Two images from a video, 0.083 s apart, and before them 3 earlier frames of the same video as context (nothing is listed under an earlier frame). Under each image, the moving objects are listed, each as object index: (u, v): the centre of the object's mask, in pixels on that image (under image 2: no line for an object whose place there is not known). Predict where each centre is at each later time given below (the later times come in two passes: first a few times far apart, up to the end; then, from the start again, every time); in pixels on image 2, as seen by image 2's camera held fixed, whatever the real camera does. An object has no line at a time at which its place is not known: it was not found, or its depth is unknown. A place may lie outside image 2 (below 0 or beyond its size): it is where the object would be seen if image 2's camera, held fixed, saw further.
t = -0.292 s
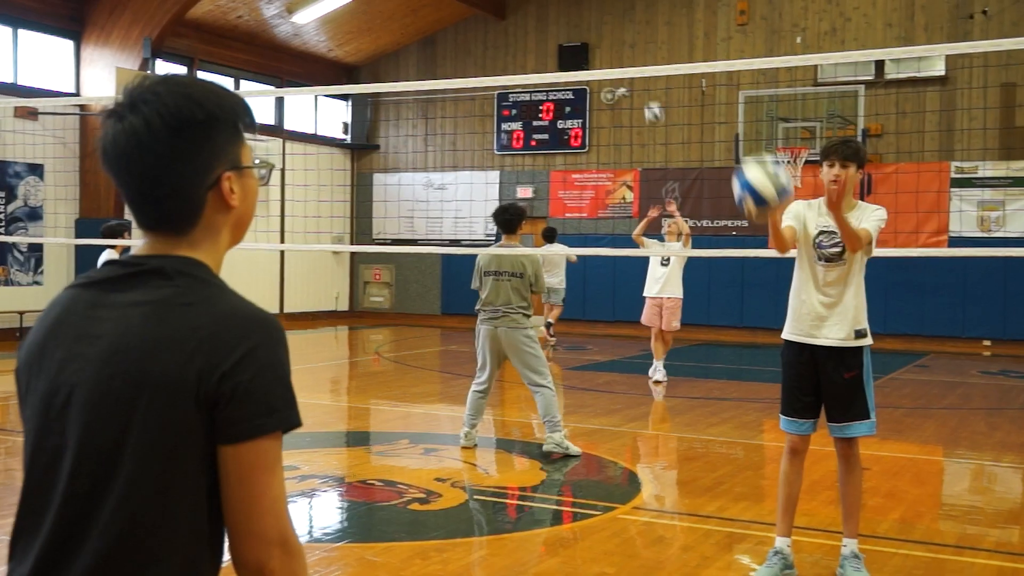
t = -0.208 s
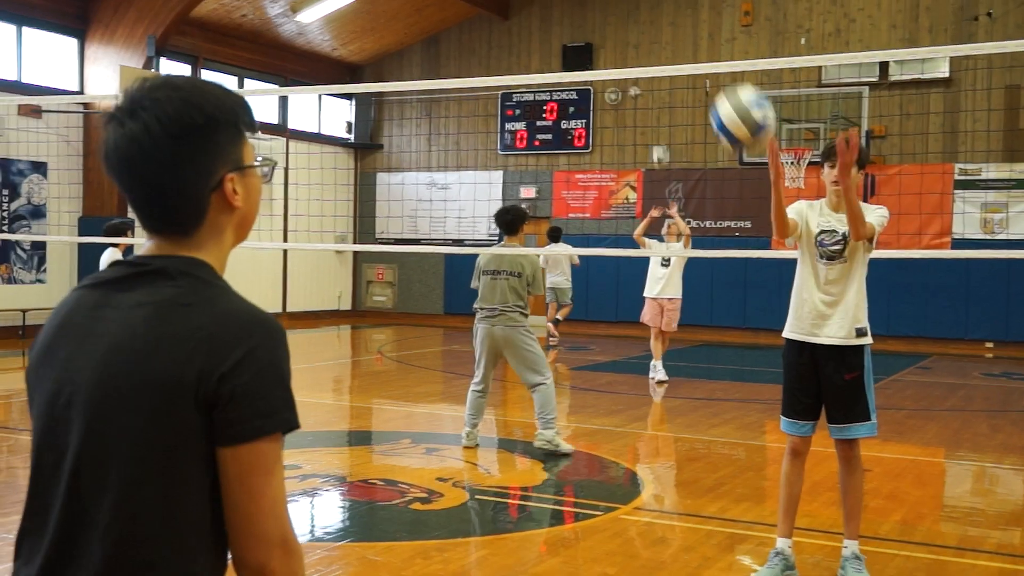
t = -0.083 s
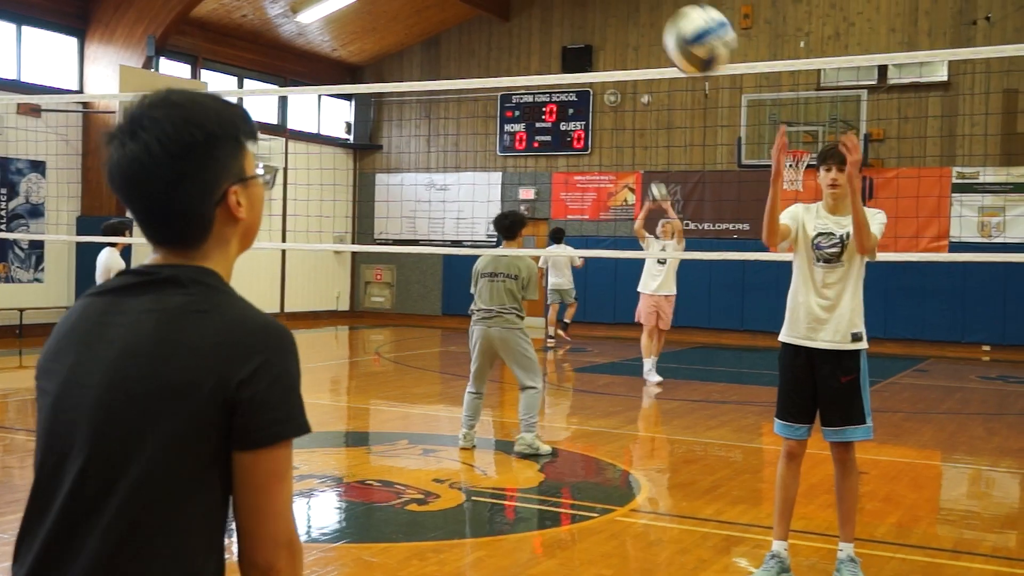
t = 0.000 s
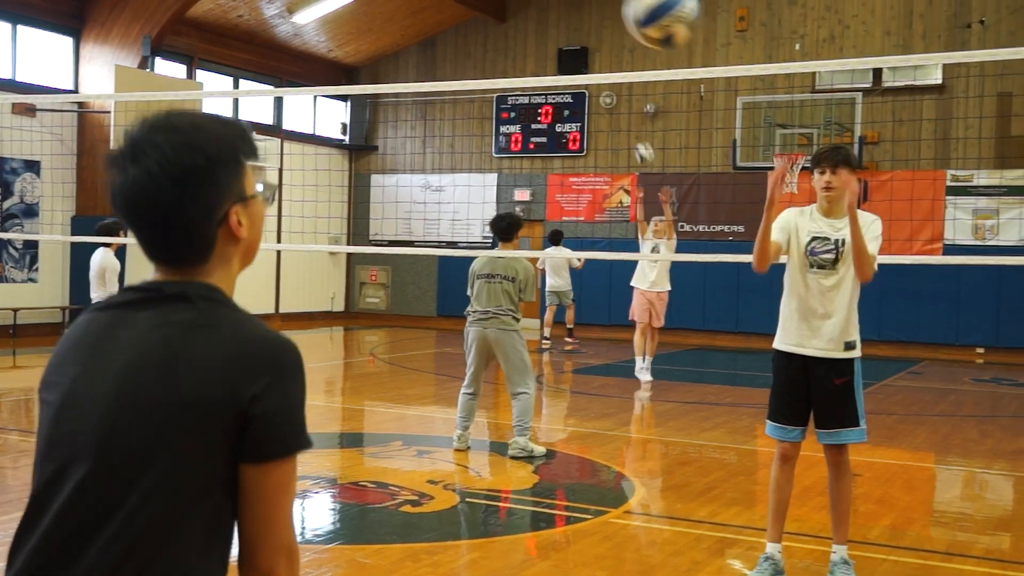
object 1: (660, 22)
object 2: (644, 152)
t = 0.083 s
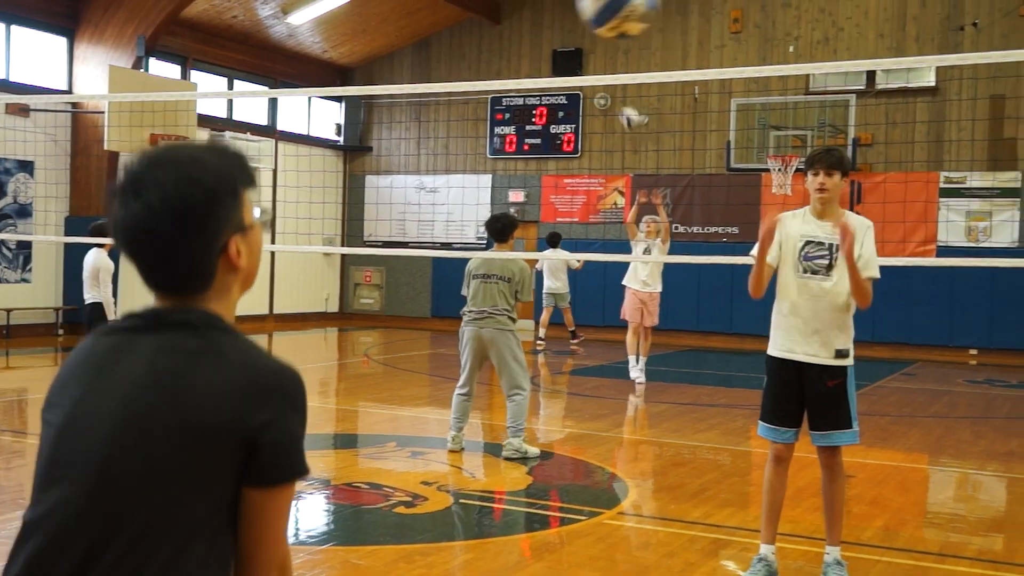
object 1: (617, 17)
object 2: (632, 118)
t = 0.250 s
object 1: (524, 49)
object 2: (609, 58)
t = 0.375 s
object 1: (434, 182)
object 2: (592, 30)
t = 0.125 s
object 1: (596, 18)
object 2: (624, 100)
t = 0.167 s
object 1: (572, 23)
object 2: (620, 89)
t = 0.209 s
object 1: (549, 33)
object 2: (613, 67)
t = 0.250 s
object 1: (524, 49)
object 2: (609, 58)
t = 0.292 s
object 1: (495, 84)
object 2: (603, 47)
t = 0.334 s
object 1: (465, 128)
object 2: (597, 37)
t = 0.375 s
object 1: (434, 182)
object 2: (592, 30)
